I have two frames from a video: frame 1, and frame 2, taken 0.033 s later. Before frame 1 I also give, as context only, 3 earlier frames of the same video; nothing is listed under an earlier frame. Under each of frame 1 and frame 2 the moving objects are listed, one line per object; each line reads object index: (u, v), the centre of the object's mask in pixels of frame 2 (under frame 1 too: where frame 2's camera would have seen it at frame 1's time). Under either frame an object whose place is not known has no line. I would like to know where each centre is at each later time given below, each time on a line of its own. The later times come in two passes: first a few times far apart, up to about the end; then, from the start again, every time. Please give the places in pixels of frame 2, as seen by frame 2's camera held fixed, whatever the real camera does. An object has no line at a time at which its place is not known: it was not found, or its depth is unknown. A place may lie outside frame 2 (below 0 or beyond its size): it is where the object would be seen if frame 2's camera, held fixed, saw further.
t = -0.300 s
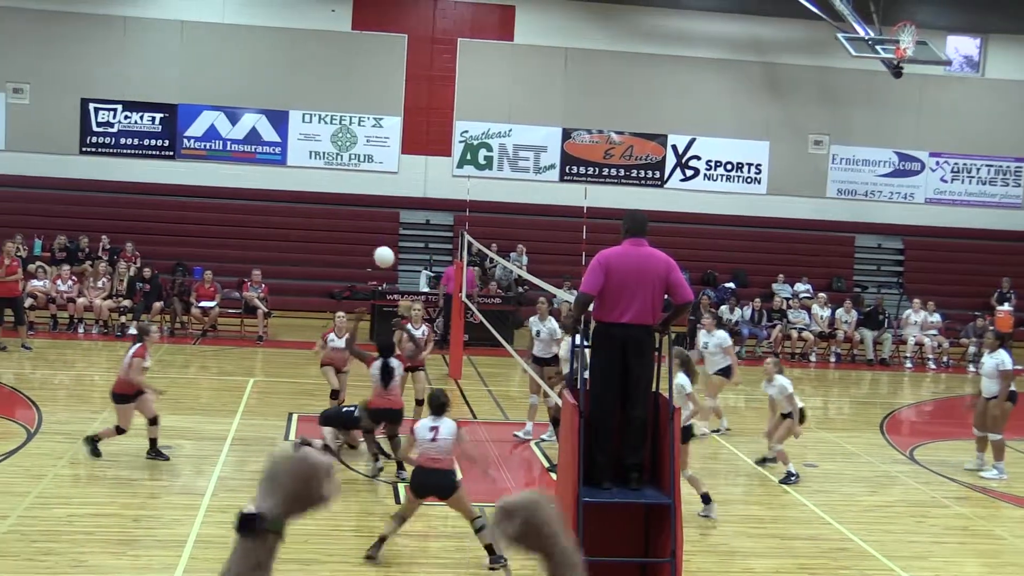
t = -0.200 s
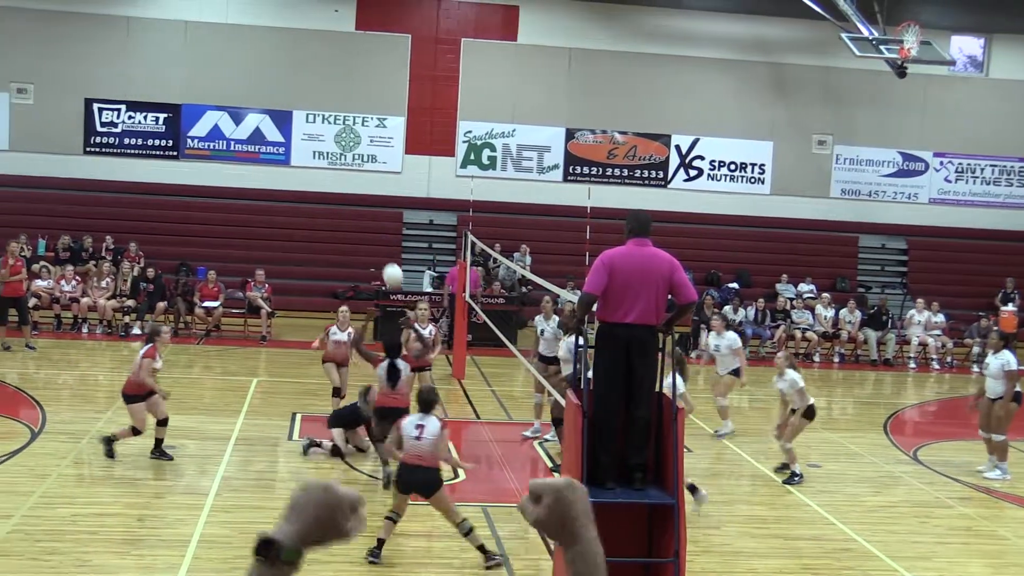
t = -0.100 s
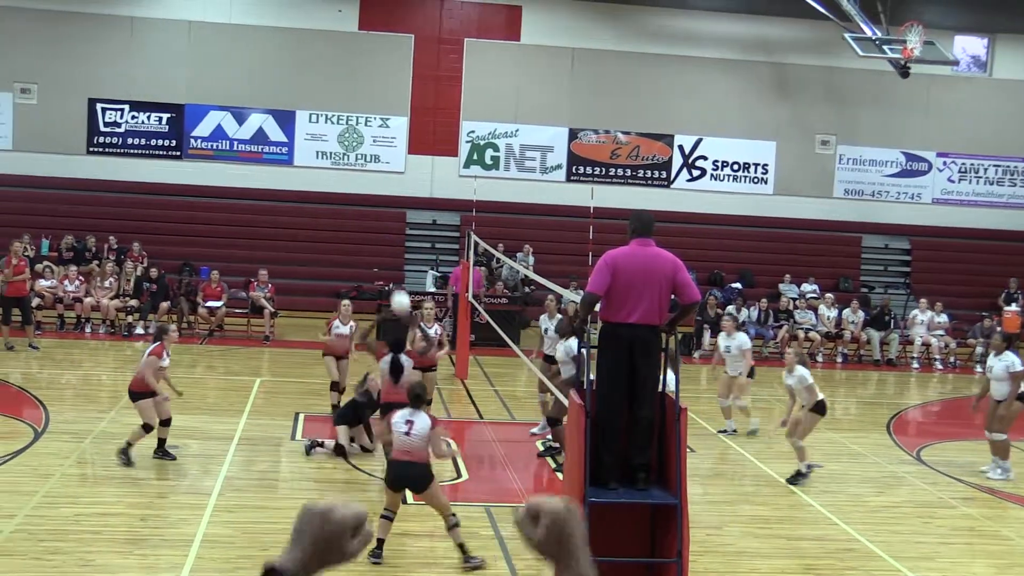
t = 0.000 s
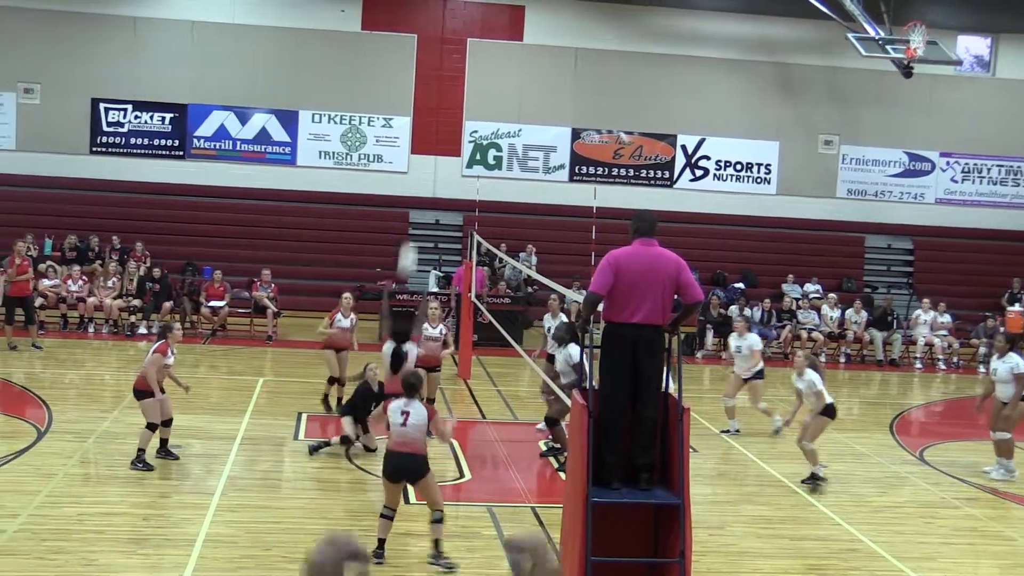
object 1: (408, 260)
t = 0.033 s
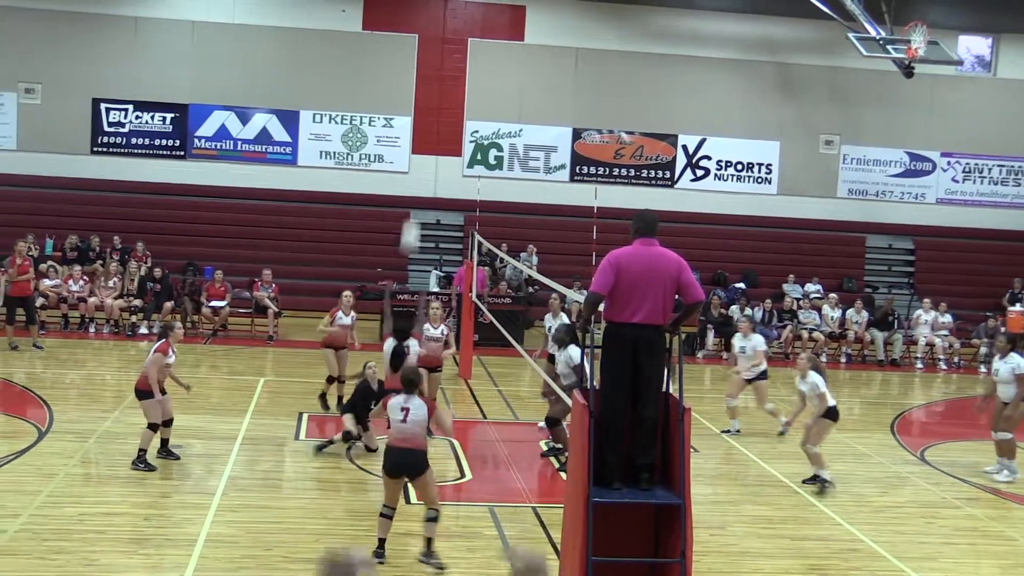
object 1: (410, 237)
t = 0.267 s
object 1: (424, 109)
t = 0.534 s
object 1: (430, 42)
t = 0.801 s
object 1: (431, 40)
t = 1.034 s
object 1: (431, 81)
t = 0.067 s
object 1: (412, 214)
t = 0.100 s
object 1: (414, 193)
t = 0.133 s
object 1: (417, 173)
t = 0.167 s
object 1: (419, 155)
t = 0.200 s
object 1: (421, 139)
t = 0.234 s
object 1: (423, 123)
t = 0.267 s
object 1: (424, 109)
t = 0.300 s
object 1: (425, 97)
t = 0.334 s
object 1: (426, 85)
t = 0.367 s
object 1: (428, 76)
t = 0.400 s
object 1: (428, 67)
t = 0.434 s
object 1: (429, 59)
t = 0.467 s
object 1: (430, 53)
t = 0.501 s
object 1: (429, 47)
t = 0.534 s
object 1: (430, 42)
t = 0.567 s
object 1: (430, 38)
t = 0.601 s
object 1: (431, 36)
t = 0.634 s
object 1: (431, 34)
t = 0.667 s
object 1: (431, 34)
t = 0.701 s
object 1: (431, 34)
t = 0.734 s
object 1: (431, 35)
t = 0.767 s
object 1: (432, 37)
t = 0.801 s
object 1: (431, 40)
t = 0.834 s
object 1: (431, 43)
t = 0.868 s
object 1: (432, 48)
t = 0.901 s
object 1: (431, 53)
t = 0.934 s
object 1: (431, 58)
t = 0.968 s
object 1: (431, 66)
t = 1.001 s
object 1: (431, 73)
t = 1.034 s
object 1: (431, 81)
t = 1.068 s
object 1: (431, 90)
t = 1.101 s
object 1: (430, 100)
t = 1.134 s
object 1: (430, 111)
